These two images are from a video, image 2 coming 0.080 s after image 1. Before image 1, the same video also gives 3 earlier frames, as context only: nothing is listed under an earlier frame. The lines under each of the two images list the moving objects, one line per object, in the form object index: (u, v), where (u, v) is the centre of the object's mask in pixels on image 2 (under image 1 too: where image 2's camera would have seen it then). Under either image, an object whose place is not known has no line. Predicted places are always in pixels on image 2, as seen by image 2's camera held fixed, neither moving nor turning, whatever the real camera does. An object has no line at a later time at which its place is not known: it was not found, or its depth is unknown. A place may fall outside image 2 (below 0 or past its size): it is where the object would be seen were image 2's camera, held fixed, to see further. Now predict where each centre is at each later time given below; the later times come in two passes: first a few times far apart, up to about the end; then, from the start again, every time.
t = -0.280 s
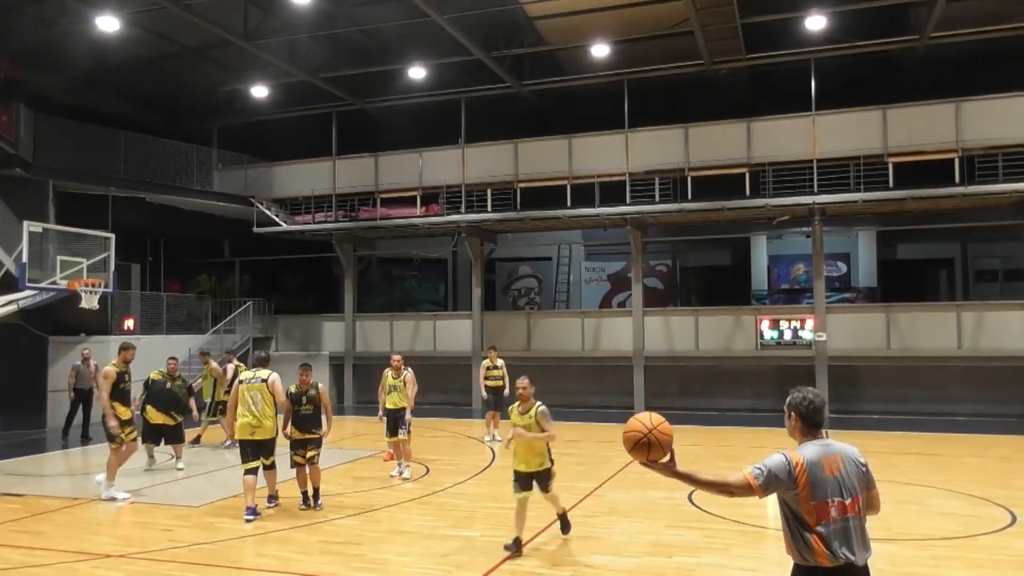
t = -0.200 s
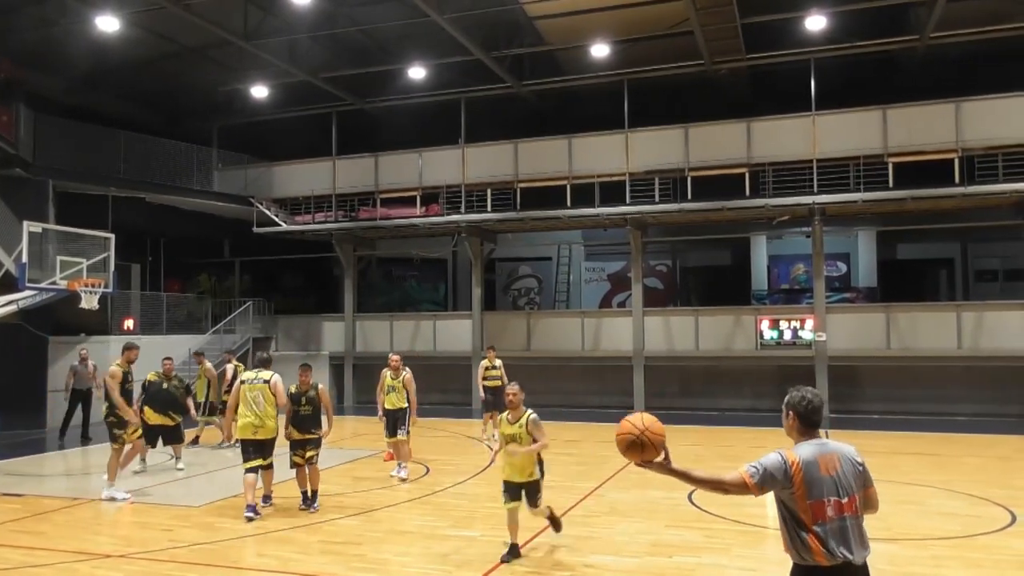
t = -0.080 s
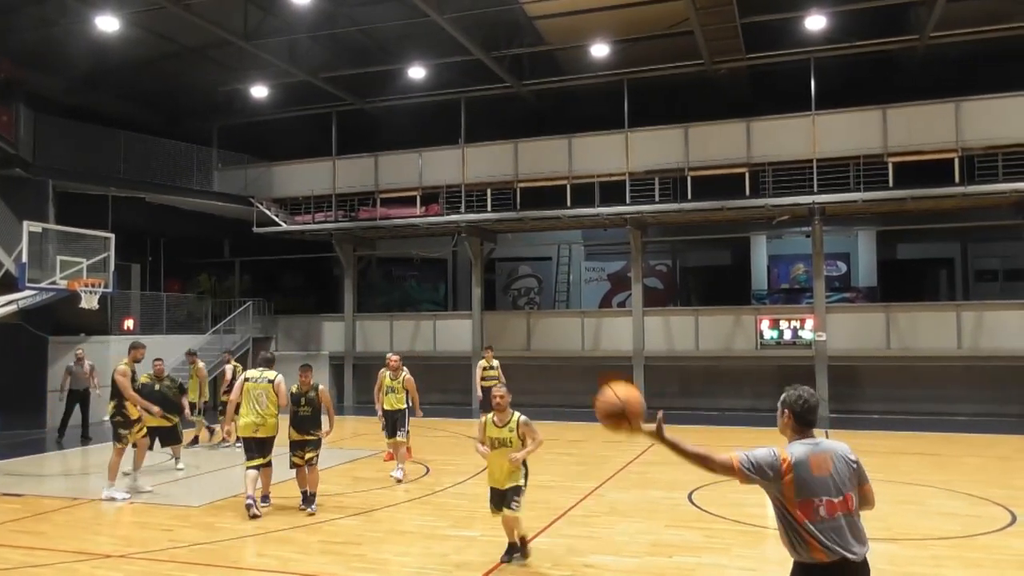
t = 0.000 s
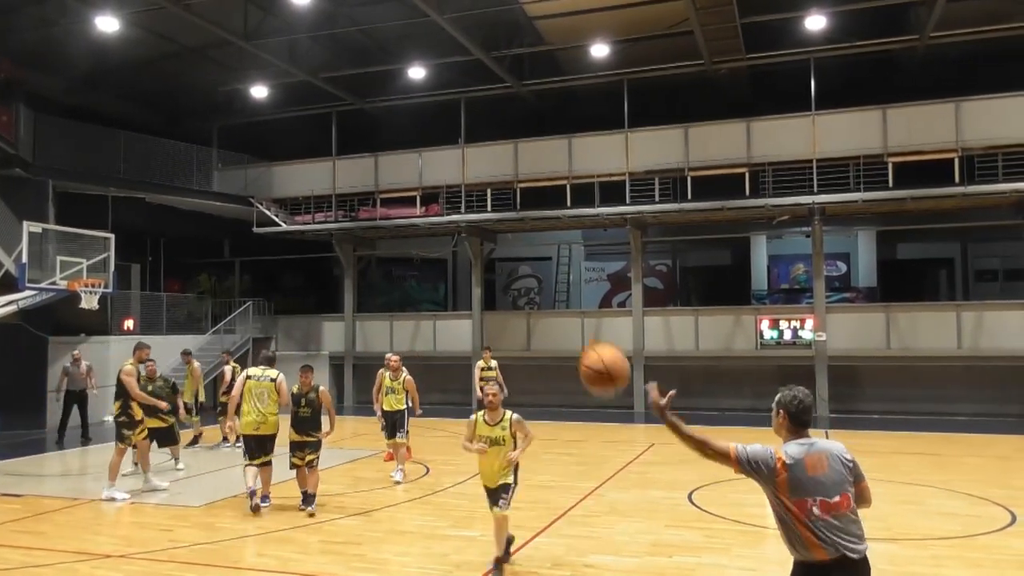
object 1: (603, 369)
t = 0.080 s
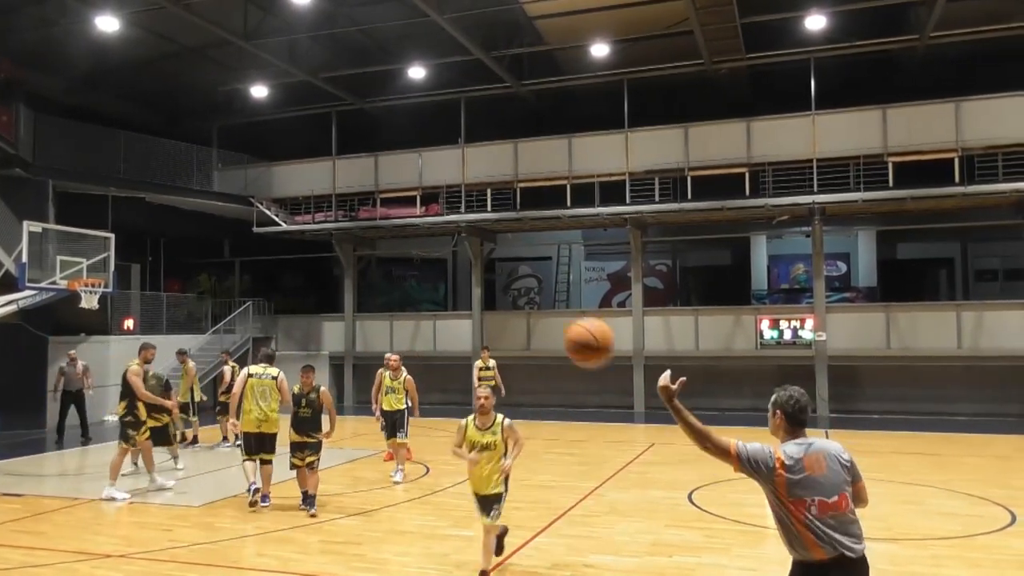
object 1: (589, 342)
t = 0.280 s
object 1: (553, 329)
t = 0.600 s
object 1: (498, 473)
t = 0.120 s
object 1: (580, 333)
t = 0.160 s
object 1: (574, 327)
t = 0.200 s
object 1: (567, 324)
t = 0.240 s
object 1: (559, 325)
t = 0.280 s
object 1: (553, 329)
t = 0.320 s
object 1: (545, 336)
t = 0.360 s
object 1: (539, 346)
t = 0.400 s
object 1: (531, 360)
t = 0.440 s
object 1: (525, 376)
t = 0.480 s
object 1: (518, 393)
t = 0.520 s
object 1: (512, 414)
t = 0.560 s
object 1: (505, 442)
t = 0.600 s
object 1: (498, 473)
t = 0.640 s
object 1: (490, 505)
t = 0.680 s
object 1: (479, 539)
